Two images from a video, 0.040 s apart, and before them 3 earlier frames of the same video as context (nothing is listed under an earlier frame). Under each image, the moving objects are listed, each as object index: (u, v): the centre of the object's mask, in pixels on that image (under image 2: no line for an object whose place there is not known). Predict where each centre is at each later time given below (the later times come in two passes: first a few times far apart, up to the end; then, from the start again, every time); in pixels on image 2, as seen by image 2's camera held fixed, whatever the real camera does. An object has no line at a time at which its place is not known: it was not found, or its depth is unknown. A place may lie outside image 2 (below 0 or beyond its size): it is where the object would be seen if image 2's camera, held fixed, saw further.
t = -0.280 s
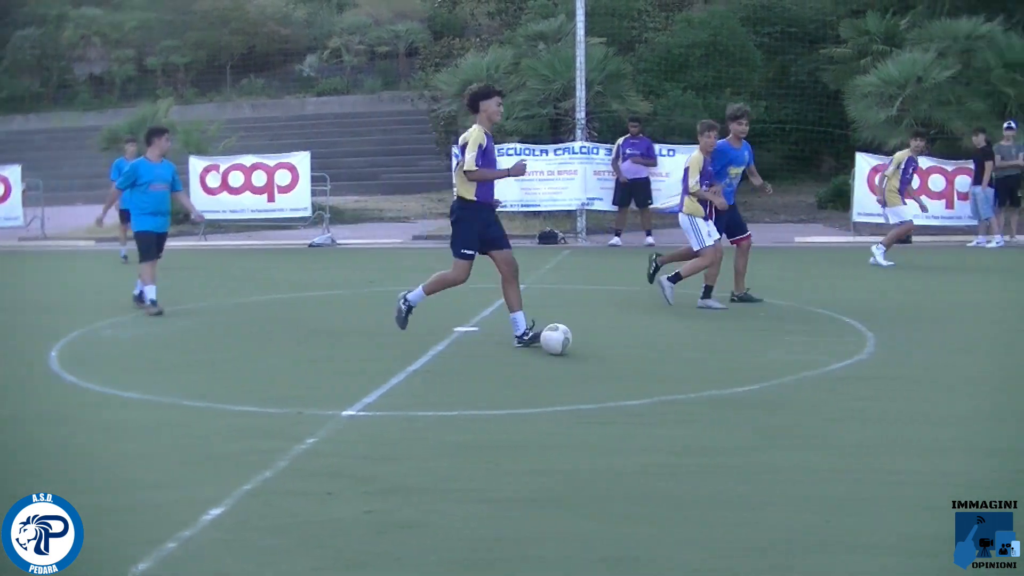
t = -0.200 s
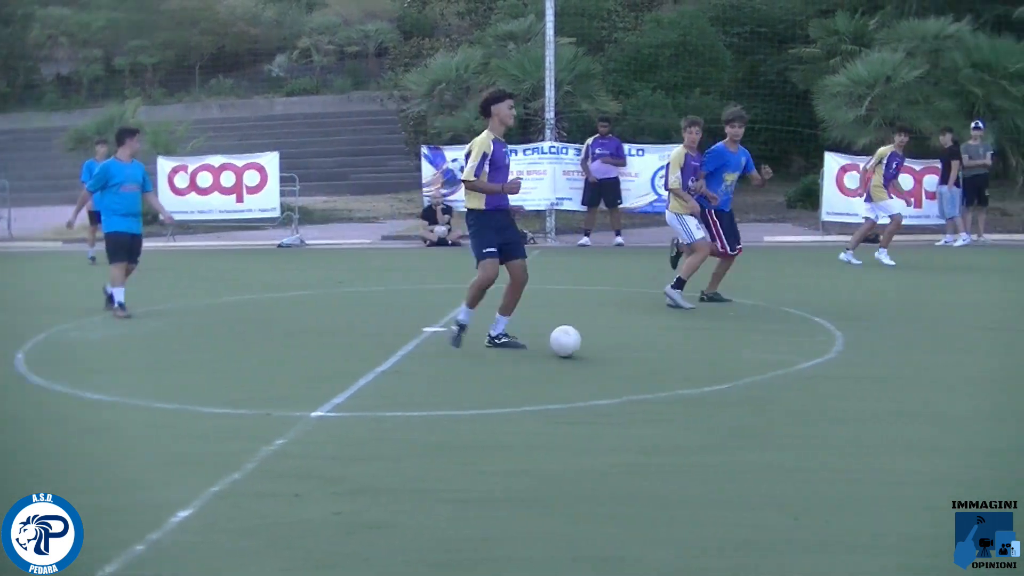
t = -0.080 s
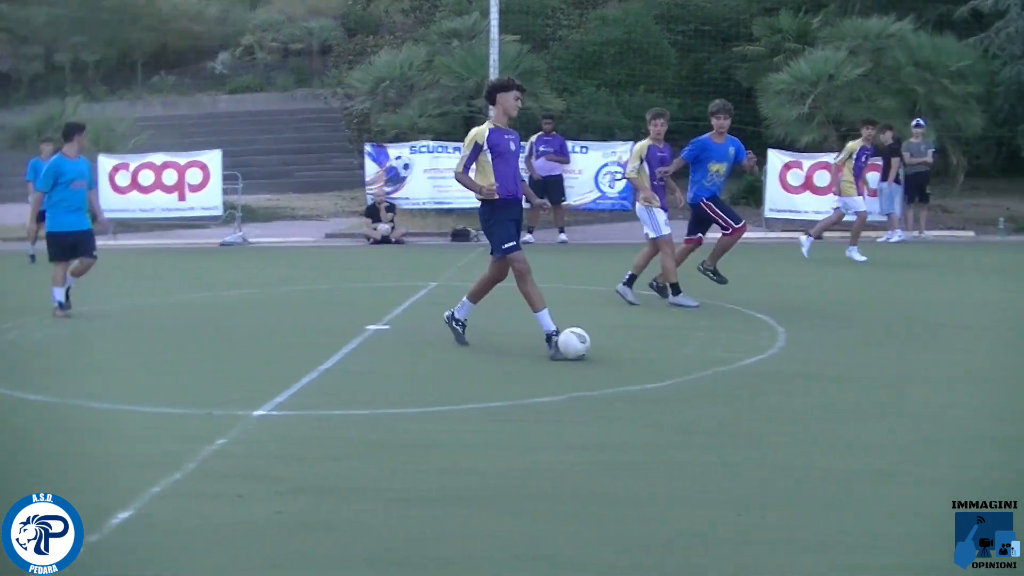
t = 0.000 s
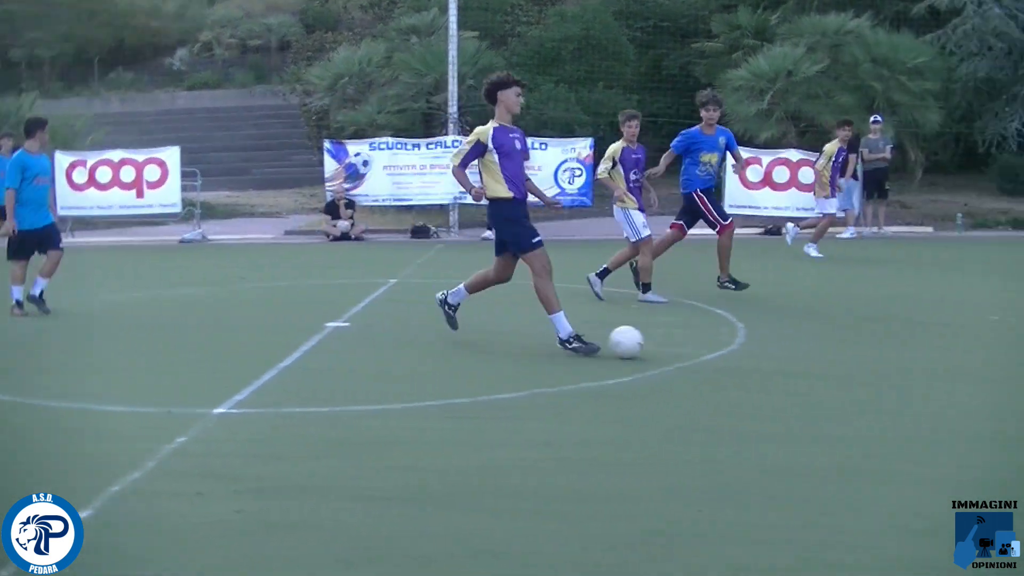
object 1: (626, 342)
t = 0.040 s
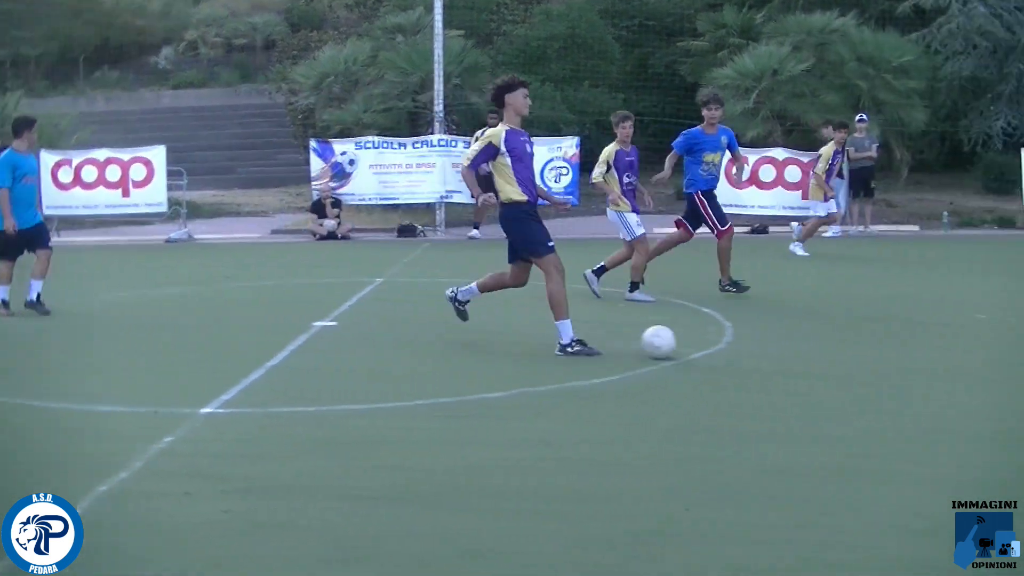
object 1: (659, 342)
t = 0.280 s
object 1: (911, 351)
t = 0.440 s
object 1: (1056, 358)
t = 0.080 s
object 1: (702, 343)
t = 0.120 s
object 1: (745, 345)
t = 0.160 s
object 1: (788, 346)
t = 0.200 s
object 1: (829, 347)
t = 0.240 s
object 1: (872, 350)
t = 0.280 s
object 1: (911, 351)
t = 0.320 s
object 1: (949, 353)
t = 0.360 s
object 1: (988, 355)
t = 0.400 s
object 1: (1024, 356)
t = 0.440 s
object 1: (1056, 358)
